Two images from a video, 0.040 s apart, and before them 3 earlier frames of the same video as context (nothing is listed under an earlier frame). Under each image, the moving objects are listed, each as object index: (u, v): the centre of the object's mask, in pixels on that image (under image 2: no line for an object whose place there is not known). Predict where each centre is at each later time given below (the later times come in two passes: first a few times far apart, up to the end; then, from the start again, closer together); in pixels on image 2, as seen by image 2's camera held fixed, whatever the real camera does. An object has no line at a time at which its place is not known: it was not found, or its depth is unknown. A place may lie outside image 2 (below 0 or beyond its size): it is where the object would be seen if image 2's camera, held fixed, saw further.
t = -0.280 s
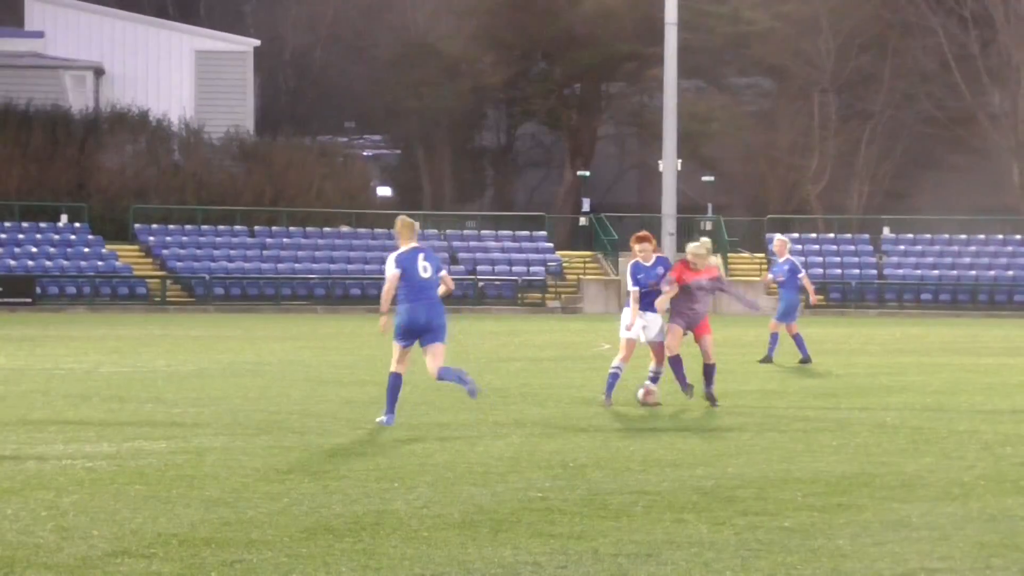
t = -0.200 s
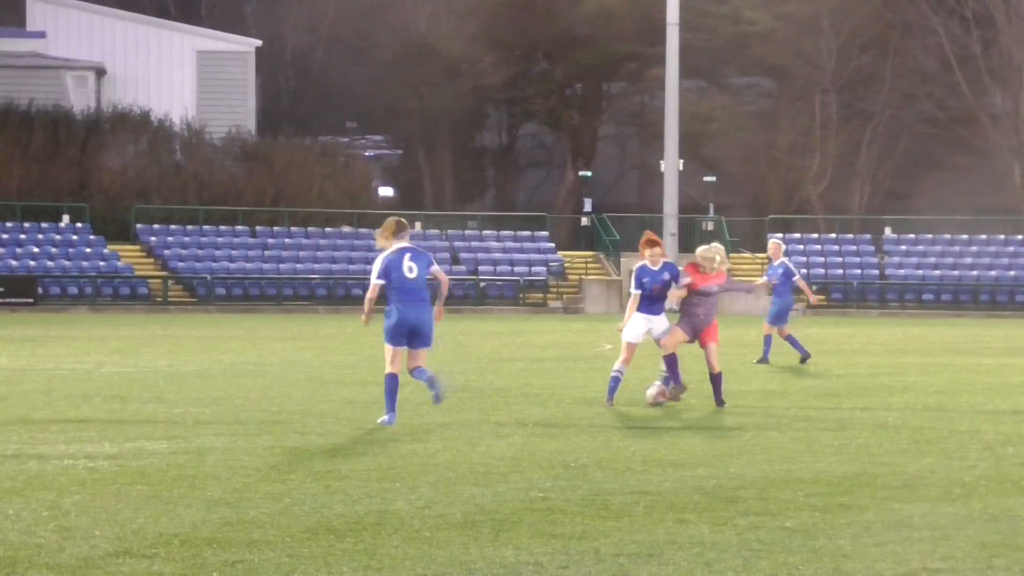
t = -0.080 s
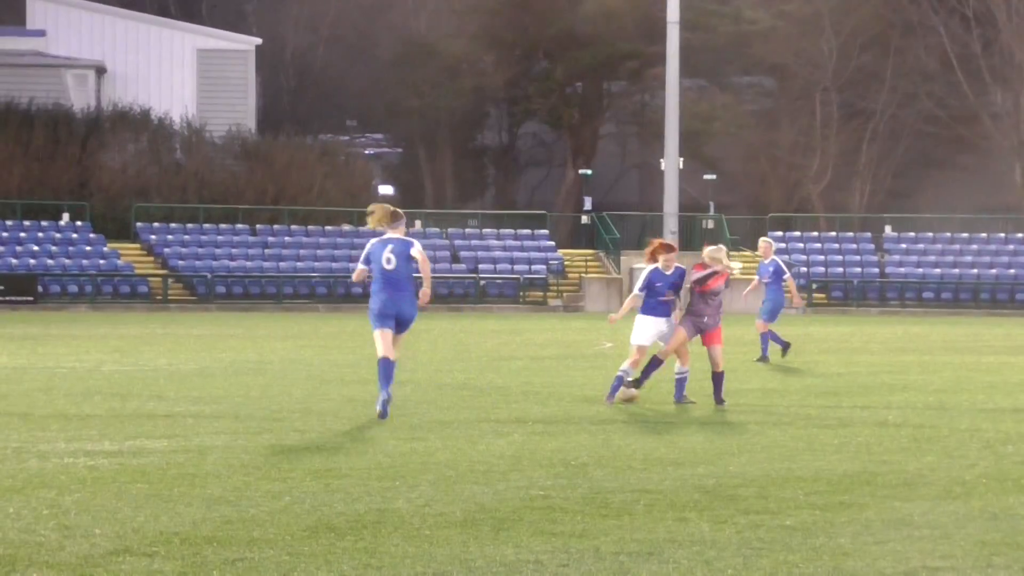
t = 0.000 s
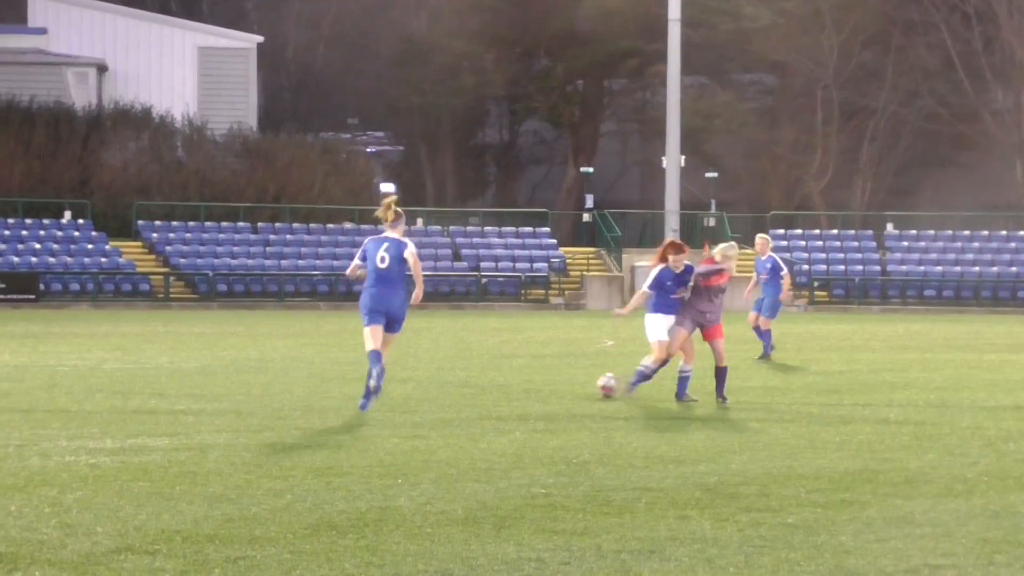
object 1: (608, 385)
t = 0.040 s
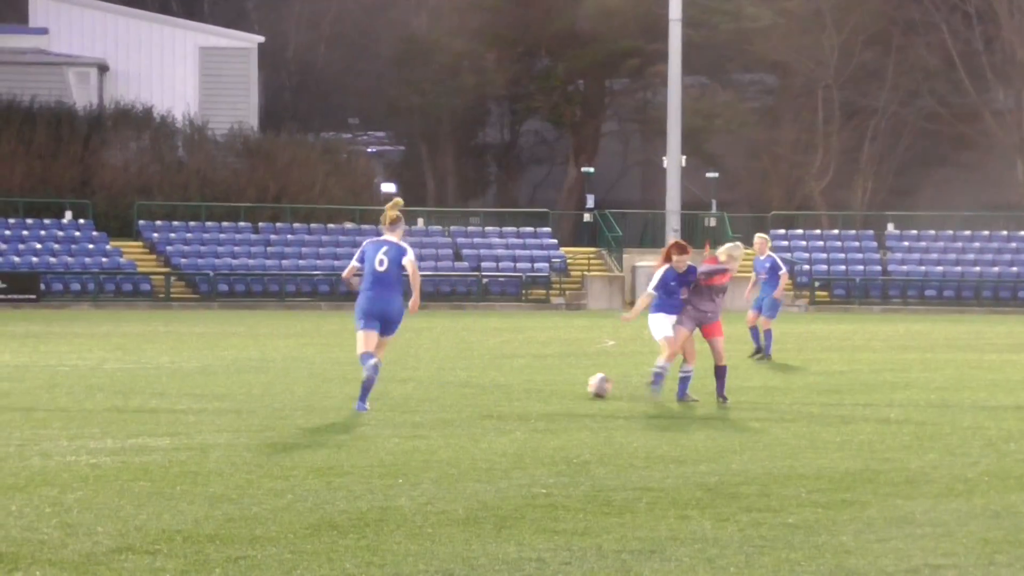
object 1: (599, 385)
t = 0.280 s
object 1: (552, 383)
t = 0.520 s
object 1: (519, 380)
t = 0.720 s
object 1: (494, 378)
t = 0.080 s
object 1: (589, 385)
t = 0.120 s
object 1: (581, 384)
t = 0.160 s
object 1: (574, 383)
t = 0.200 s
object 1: (566, 384)
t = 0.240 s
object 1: (559, 383)
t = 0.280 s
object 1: (552, 383)
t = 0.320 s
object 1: (546, 382)
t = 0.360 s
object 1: (541, 381)
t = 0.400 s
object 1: (535, 380)
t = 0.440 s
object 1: (529, 381)
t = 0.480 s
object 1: (524, 380)
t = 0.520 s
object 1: (519, 380)
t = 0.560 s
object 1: (514, 380)
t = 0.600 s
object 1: (509, 378)
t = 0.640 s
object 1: (508, 378)
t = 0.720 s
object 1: (494, 378)
